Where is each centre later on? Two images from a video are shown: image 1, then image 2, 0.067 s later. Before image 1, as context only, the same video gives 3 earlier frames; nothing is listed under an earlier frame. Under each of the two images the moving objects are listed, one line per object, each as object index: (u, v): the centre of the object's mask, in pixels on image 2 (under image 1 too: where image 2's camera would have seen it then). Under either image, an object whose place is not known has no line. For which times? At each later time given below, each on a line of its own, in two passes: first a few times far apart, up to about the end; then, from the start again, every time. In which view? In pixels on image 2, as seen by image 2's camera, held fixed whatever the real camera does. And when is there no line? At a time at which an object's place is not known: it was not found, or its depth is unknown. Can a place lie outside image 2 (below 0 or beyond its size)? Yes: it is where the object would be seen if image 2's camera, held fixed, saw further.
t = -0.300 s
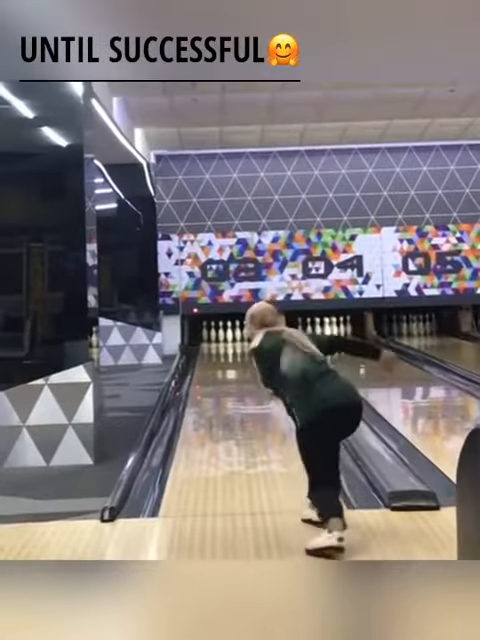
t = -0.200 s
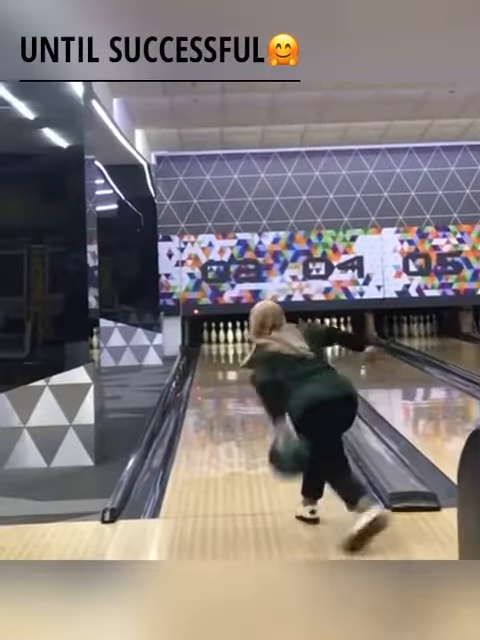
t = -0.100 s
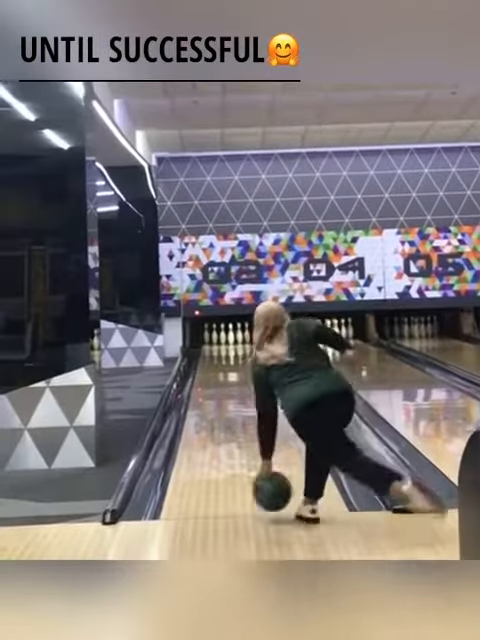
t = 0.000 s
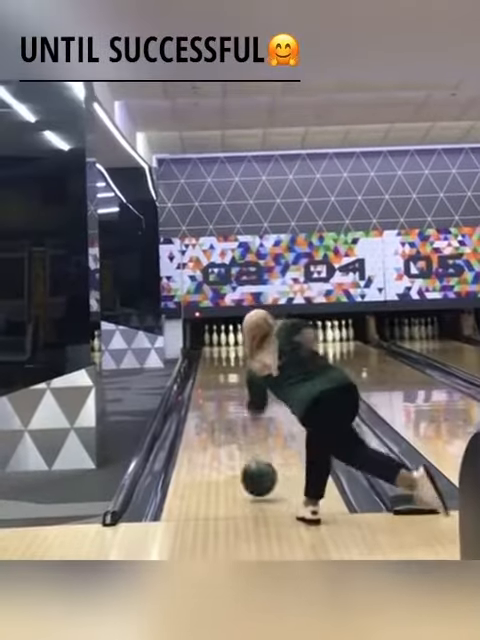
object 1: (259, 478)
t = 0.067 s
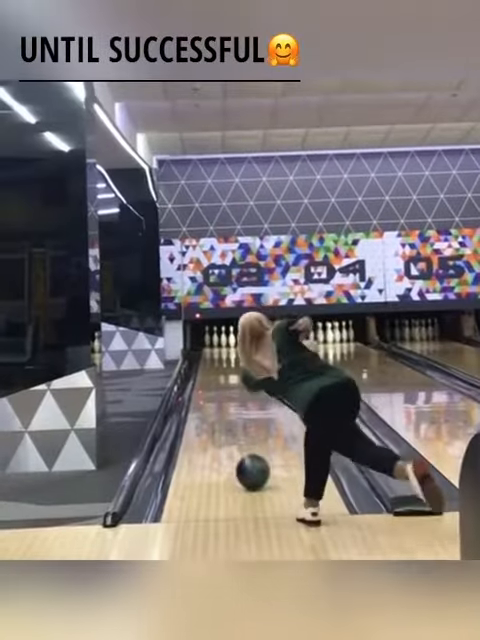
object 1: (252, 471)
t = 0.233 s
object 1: (239, 449)
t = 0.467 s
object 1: (226, 425)
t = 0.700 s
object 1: (217, 407)
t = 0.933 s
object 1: (212, 393)
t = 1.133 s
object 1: (209, 382)
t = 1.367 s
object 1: (208, 374)
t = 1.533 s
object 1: (207, 369)
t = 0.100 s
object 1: (249, 466)
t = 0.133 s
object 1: (247, 461)
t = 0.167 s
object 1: (244, 458)
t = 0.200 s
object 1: (242, 453)
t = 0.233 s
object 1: (239, 449)
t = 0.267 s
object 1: (237, 446)
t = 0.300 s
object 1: (235, 442)
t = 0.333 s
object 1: (233, 437)
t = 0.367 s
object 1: (231, 434)
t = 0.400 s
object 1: (229, 431)
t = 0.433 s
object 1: (227, 428)
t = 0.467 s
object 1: (226, 425)
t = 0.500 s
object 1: (225, 422)
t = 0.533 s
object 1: (223, 419)
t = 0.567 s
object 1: (222, 417)
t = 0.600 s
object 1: (221, 414)
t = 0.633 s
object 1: (220, 412)
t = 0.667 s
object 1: (219, 409)
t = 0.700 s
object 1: (217, 407)
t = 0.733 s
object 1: (217, 405)
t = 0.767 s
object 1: (216, 402)
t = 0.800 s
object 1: (215, 401)
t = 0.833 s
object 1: (214, 399)
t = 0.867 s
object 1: (213, 396)
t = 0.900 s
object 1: (213, 394)
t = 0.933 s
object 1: (212, 393)
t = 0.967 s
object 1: (211, 391)
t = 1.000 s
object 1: (211, 389)
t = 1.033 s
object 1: (211, 388)
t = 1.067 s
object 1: (210, 387)
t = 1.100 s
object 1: (210, 384)
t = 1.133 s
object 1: (209, 382)
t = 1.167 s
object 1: (209, 382)
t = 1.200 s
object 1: (209, 381)
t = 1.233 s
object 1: (208, 379)
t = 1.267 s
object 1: (208, 377)
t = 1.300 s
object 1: (208, 376)
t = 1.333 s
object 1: (208, 375)
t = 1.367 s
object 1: (208, 374)
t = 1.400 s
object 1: (207, 373)
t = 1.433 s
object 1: (207, 372)
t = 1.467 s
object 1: (207, 371)
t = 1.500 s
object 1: (207, 370)
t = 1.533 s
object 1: (207, 369)
